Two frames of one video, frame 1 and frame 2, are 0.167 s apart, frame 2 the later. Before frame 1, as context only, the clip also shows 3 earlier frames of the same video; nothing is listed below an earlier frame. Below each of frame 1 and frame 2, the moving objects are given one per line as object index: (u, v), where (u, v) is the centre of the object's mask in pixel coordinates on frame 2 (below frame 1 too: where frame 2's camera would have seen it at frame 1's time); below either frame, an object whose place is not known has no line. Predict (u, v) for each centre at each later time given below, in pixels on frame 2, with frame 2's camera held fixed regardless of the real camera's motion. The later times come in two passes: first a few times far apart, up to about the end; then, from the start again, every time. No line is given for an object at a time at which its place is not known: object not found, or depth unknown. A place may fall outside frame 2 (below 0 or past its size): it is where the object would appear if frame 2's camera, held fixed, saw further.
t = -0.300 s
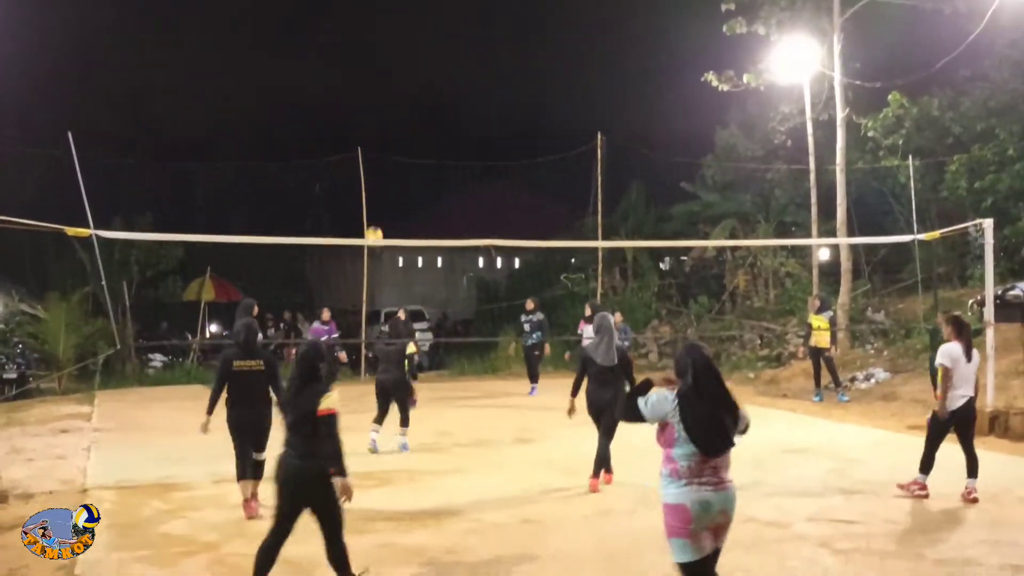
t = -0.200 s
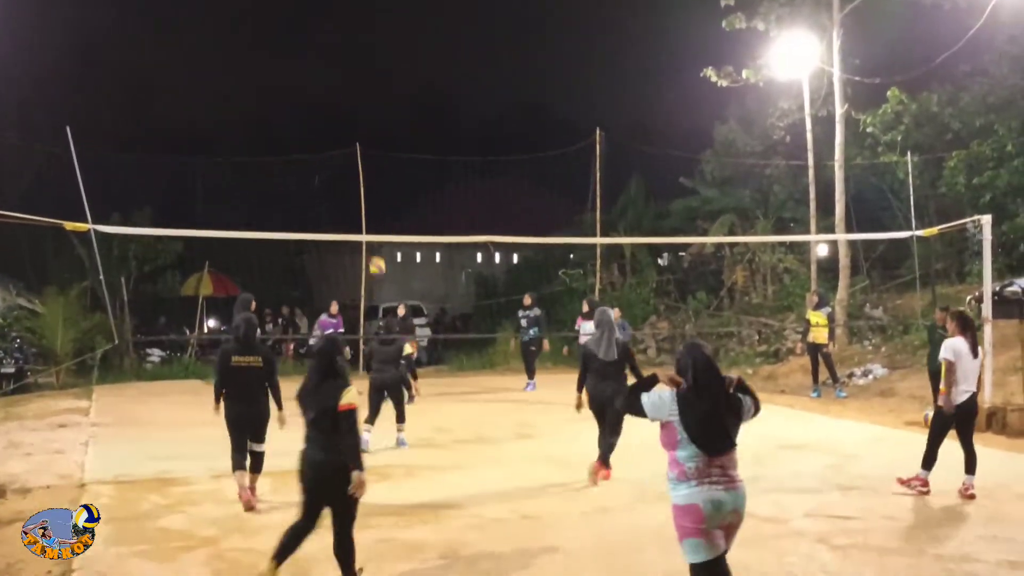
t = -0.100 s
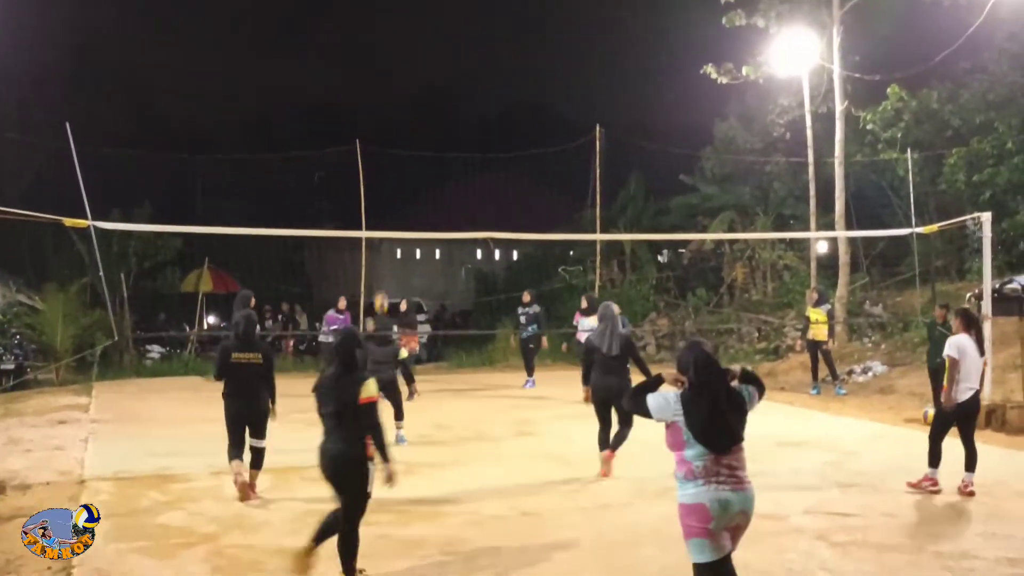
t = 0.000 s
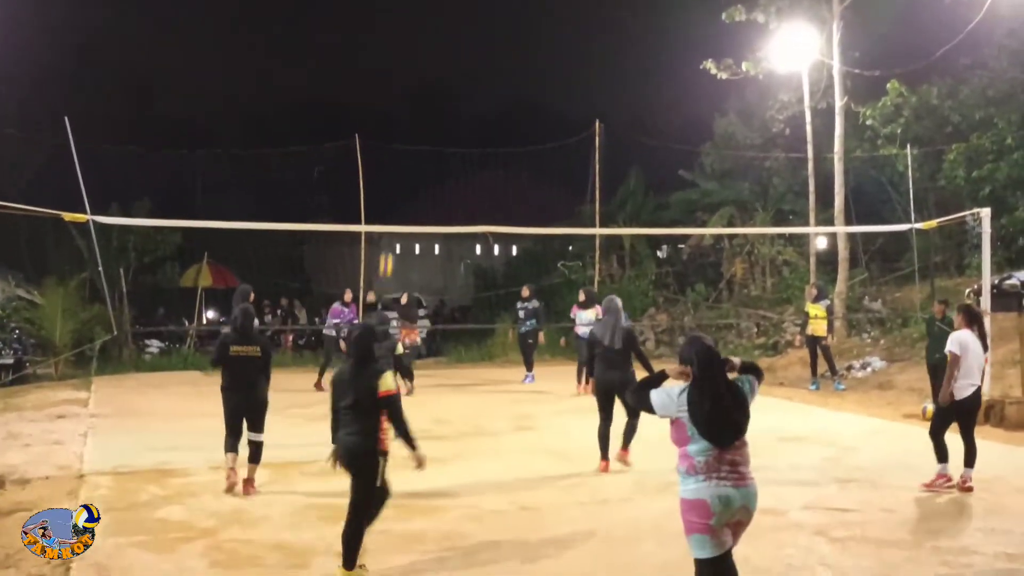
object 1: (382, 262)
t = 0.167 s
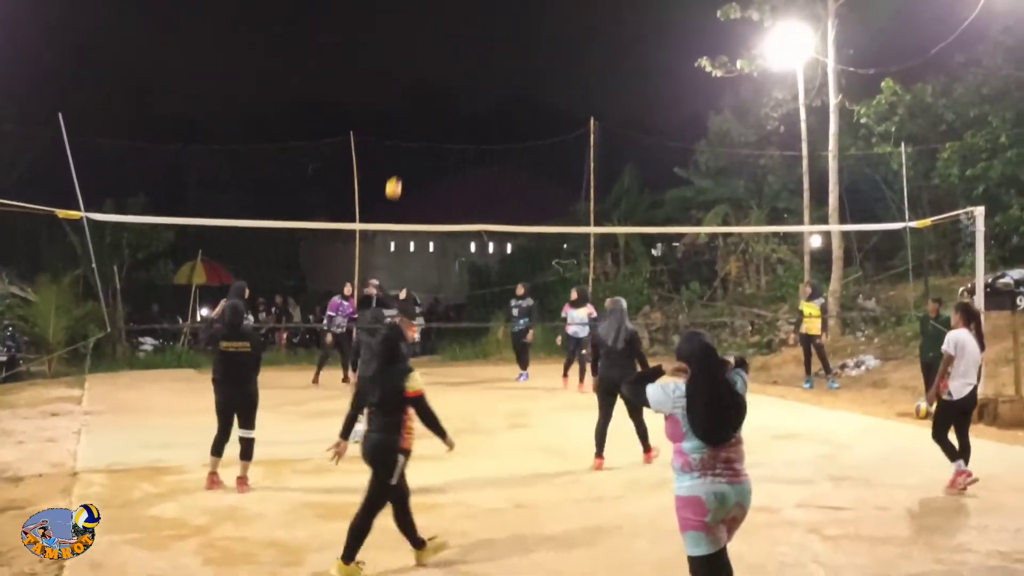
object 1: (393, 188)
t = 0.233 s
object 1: (398, 164)
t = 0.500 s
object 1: (417, 97)
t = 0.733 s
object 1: (432, 79)
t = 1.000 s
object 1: (452, 108)
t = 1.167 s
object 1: (465, 156)
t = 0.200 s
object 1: (396, 175)
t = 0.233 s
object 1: (398, 164)
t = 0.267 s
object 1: (401, 153)
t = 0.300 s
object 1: (403, 142)
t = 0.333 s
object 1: (405, 133)
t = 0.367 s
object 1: (407, 124)
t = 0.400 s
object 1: (410, 116)
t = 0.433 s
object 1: (412, 108)
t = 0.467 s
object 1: (415, 103)
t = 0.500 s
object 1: (417, 97)
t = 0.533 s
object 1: (420, 93)
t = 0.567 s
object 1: (422, 90)
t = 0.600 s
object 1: (424, 87)
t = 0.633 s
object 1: (426, 84)
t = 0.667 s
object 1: (428, 82)
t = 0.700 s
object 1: (430, 80)
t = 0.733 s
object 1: (432, 79)
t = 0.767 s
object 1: (435, 79)
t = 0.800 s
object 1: (438, 82)
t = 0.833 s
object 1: (440, 84)
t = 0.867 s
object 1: (442, 87)
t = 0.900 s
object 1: (444, 91)
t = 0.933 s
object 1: (447, 96)
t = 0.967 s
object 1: (449, 102)
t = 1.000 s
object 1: (452, 108)
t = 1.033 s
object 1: (455, 116)
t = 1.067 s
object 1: (457, 124)
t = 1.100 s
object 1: (460, 134)
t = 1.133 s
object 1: (463, 145)
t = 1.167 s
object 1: (465, 156)
